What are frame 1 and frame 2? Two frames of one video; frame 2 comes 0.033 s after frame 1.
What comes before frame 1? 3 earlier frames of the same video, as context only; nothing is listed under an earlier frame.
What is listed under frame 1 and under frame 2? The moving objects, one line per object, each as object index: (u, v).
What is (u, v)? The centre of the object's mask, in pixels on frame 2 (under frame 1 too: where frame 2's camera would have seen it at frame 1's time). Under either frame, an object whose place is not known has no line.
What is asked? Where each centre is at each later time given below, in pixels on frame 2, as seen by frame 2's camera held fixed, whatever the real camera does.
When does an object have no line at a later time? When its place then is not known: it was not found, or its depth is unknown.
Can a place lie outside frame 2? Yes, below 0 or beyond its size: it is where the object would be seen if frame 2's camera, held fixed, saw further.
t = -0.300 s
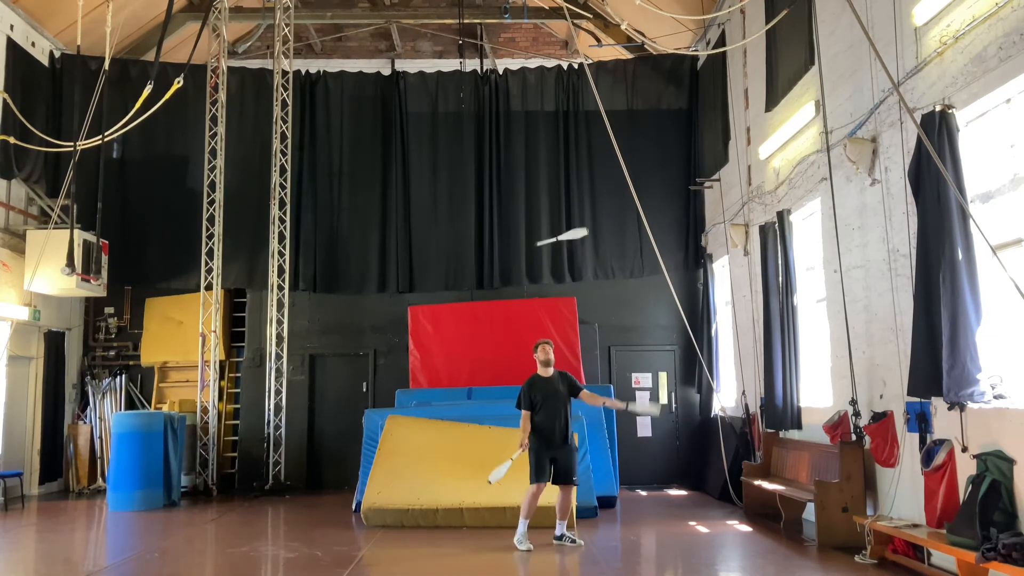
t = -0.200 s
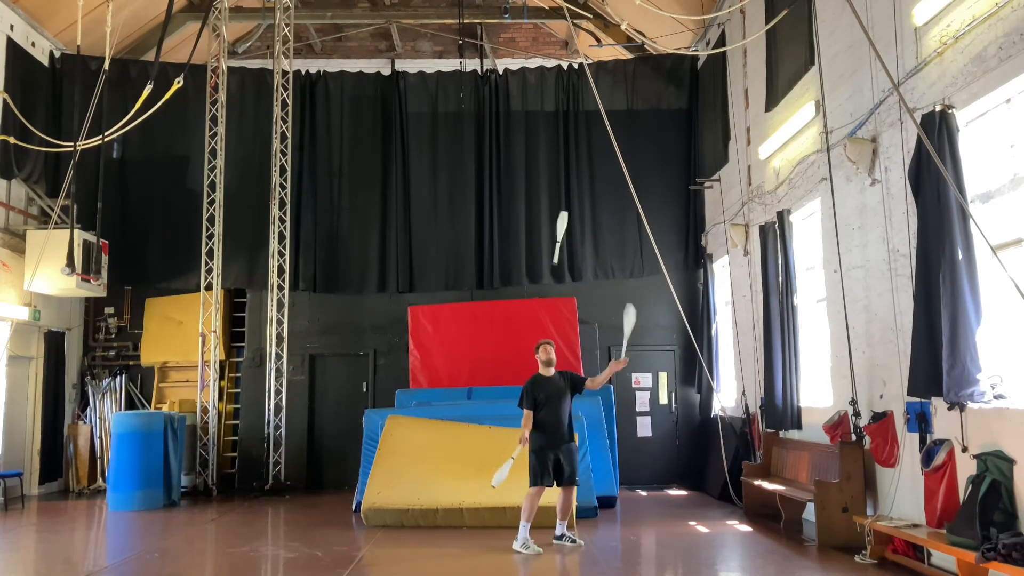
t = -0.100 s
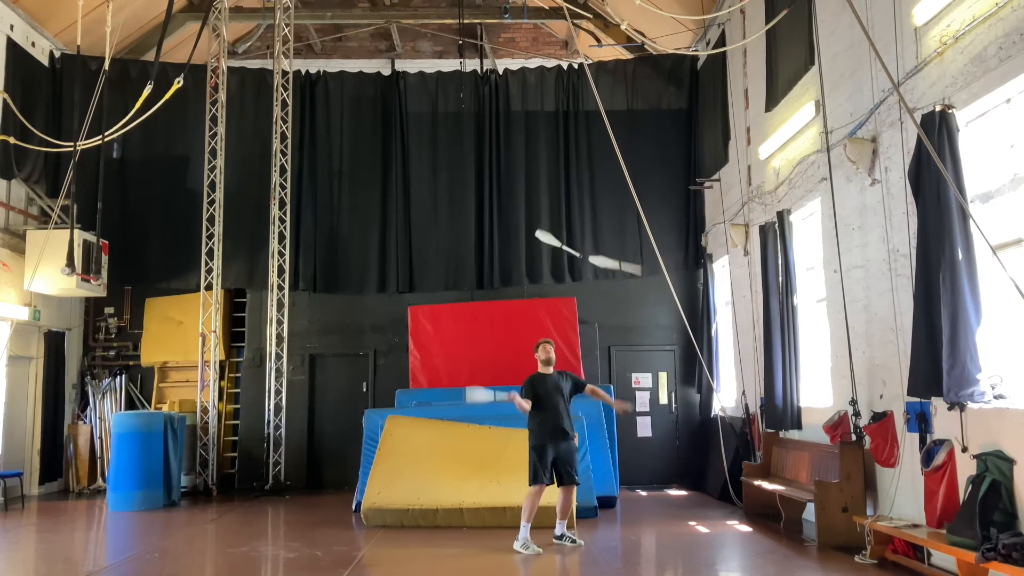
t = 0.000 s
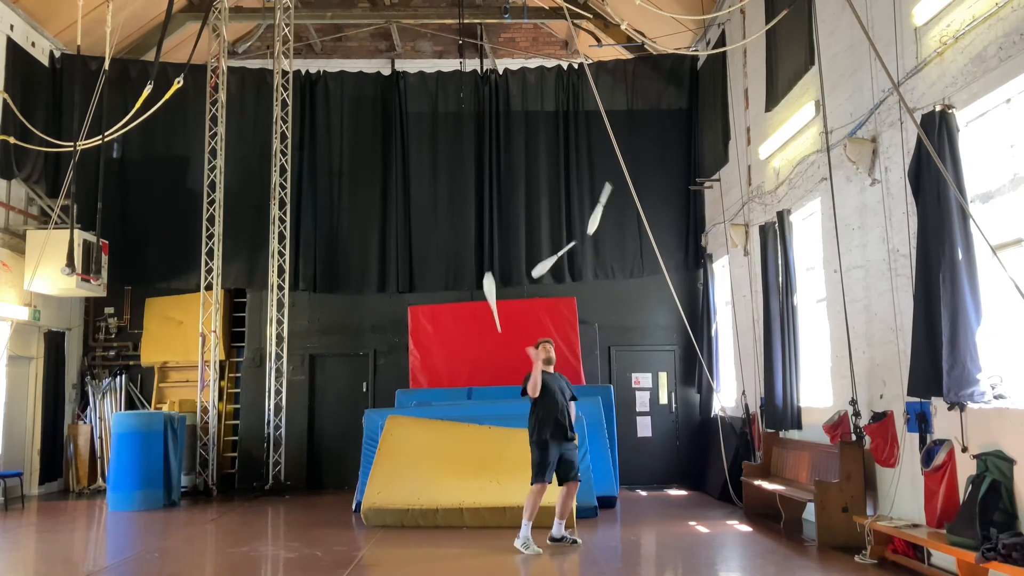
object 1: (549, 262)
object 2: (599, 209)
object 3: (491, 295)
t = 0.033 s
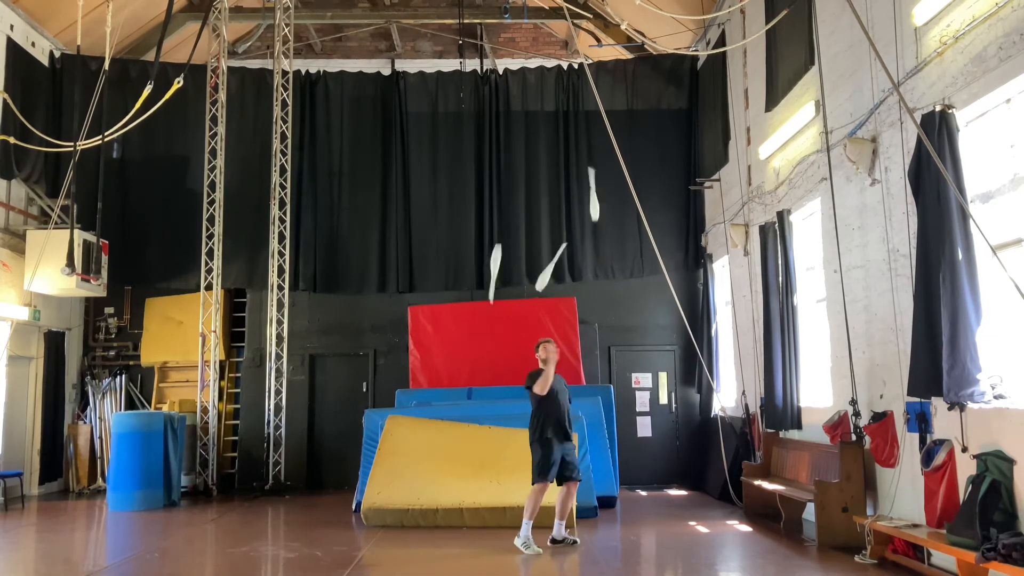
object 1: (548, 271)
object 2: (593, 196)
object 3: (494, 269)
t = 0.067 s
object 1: (548, 279)
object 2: (590, 185)
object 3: (496, 244)
